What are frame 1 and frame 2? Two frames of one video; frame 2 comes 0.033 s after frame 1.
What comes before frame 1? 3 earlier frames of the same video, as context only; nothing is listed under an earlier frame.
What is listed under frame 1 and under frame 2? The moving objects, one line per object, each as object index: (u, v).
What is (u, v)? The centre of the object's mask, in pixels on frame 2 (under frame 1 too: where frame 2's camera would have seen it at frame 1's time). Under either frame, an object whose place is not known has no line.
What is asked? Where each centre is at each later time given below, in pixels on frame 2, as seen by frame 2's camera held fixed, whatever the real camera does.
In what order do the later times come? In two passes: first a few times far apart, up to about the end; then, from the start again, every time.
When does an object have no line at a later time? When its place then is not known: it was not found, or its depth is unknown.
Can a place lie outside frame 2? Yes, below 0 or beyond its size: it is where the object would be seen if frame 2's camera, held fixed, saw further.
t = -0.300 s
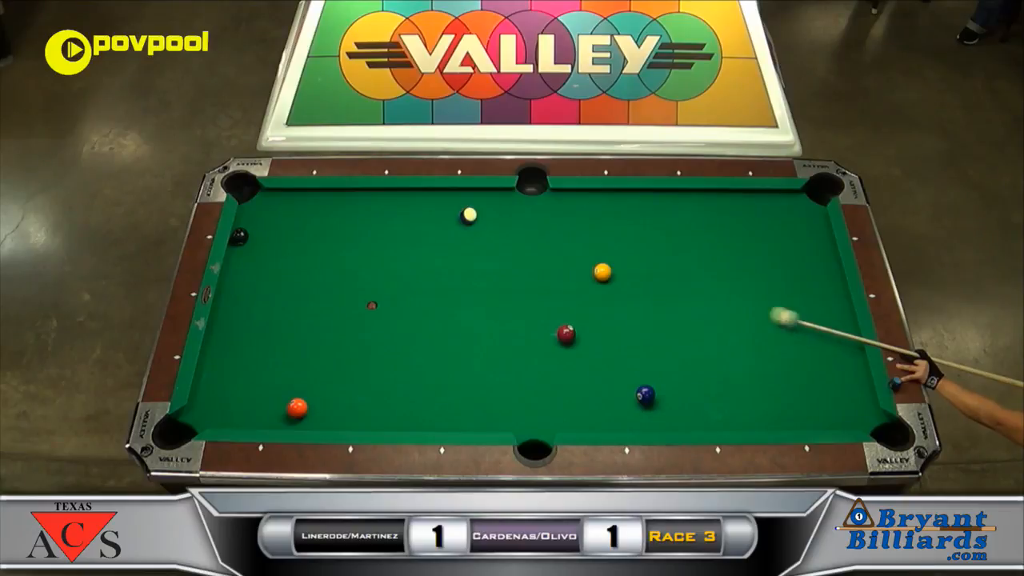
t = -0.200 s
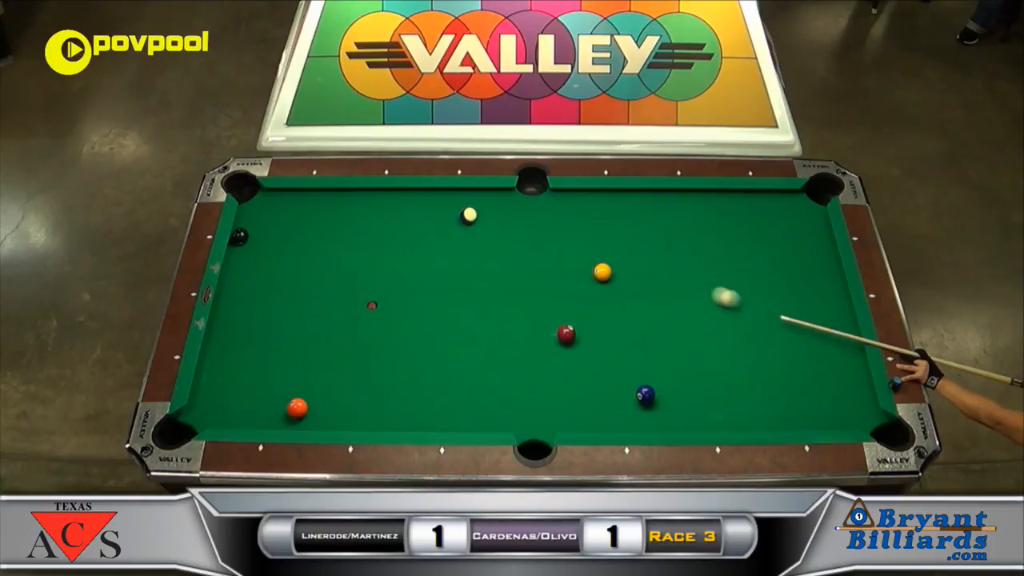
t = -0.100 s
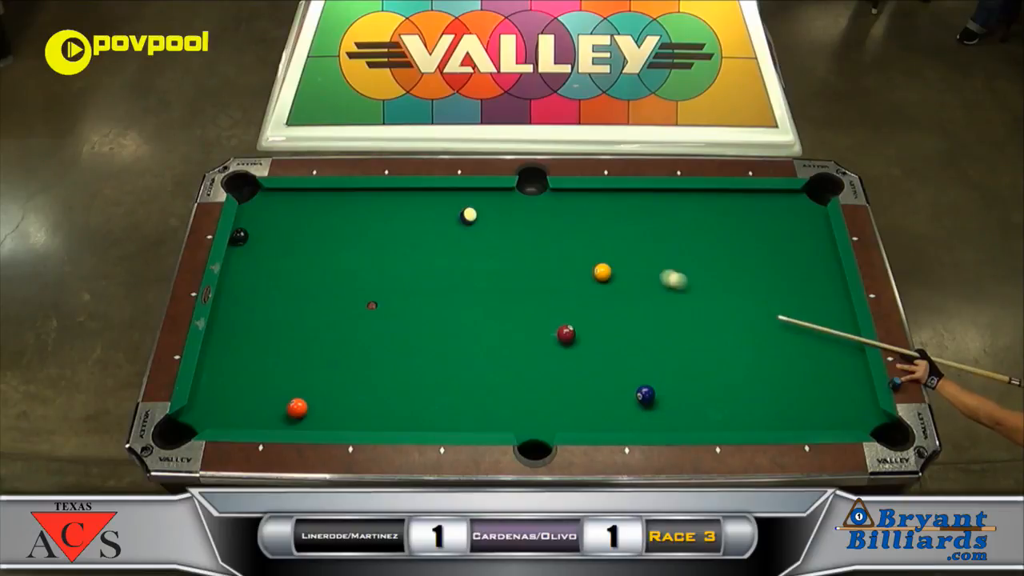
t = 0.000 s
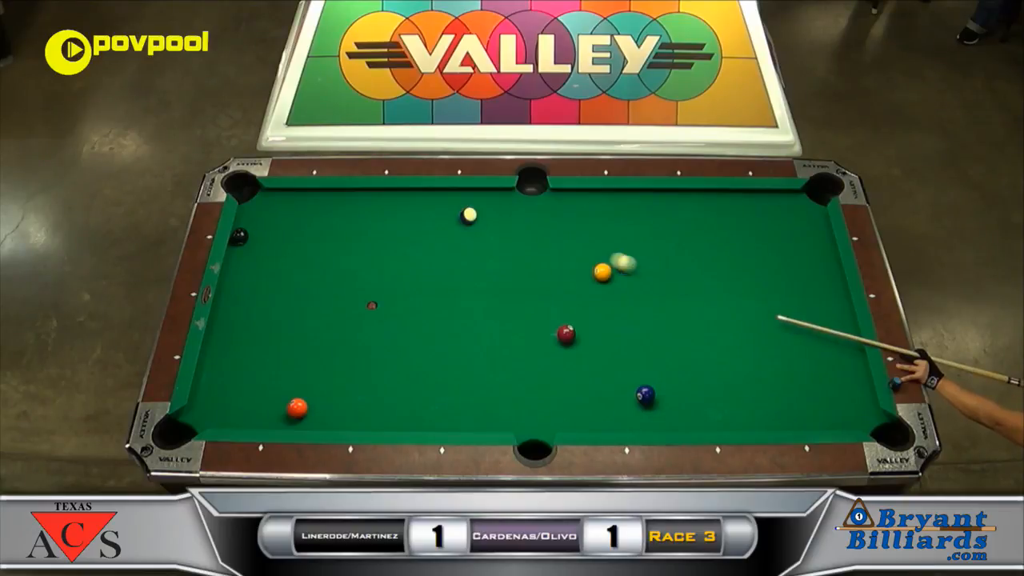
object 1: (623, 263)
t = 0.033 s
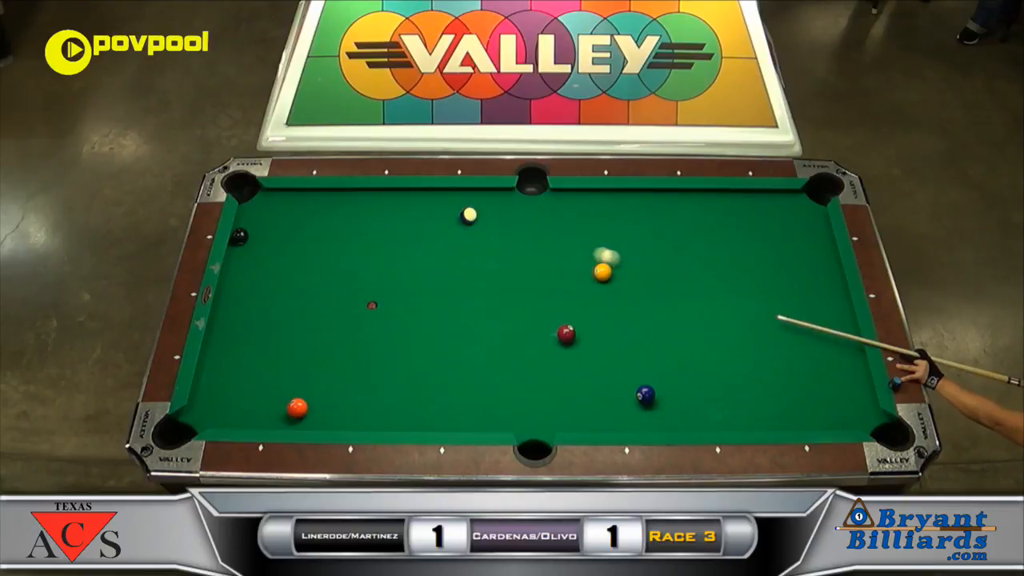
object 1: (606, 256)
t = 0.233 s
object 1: (511, 225)
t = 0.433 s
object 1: (479, 201)
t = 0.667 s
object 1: (462, 204)
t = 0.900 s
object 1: (447, 218)
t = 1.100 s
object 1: (435, 230)
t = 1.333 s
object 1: (422, 243)
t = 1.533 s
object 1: (411, 254)
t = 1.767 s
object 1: (400, 266)
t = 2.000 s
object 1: (389, 277)
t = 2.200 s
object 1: (381, 286)
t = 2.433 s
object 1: (371, 296)
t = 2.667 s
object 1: (364, 304)
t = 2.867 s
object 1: (357, 311)
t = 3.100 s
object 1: (351, 317)
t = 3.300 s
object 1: (347, 322)
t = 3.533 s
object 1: (342, 327)
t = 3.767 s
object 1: (339, 331)
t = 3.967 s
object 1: (338, 333)
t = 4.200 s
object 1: (337, 334)
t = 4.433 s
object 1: (337, 334)
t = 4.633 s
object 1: (337, 334)
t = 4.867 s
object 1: (337, 334)
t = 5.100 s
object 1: (337, 334)
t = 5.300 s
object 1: (337, 334)
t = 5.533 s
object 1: (337, 334)
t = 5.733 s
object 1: (337, 334)
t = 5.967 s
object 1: (337, 334)
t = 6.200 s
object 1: (337, 334)
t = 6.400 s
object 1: (337, 334)
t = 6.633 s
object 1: (337, 334)
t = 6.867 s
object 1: (337, 334)
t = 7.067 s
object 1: (337, 334)
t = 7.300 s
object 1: (337, 334)
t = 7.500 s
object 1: (337, 334)
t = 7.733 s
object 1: (337, 334)
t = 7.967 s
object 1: (337, 334)
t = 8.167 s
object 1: (337, 334)
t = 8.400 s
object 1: (337, 334)
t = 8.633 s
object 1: (337, 334)
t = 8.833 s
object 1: (337, 334)
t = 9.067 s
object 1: (337, 334)
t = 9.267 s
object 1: (337, 334)
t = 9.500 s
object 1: (337, 334)
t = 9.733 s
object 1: (337, 334)
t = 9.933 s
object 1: (337, 334)
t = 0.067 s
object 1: (590, 252)
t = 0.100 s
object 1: (574, 246)
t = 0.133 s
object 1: (558, 241)
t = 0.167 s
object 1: (542, 236)
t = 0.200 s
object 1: (527, 230)
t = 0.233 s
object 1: (511, 225)
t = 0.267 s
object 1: (497, 220)
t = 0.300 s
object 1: (485, 215)
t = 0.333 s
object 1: (484, 212)
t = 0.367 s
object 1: (484, 208)
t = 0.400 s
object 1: (482, 204)
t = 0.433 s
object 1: (479, 201)
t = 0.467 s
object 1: (476, 197)
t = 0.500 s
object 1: (473, 194)
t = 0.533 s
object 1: (470, 196)
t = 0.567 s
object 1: (468, 198)
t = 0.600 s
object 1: (466, 200)
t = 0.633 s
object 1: (464, 202)
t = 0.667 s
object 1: (462, 204)
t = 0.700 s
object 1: (460, 206)
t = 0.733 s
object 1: (457, 208)
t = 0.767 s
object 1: (456, 210)
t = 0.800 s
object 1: (453, 212)
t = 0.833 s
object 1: (451, 214)
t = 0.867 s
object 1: (449, 216)
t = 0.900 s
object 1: (447, 218)
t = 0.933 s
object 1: (445, 220)
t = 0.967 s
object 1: (443, 222)
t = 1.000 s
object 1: (441, 224)
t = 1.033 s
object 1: (439, 226)
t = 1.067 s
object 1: (437, 228)
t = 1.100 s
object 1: (435, 230)
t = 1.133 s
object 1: (433, 232)
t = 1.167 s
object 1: (432, 234)
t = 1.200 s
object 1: (430, 236)
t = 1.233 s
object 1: (428, 238)
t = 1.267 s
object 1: (426, 240)
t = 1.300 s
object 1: (424, 241)
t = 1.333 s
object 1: (422, 243)
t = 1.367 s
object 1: (420, 245)
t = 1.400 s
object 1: (419, 247)
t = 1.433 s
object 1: (417, 249)
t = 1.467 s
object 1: (415, 250)
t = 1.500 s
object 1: (413, 252)
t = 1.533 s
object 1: (411, 254)
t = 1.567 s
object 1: (410, 256)
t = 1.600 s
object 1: (408, 257)
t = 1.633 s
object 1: (406, 259)
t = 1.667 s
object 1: (405, 261)
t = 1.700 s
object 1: (403, 263)
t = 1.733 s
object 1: (401, 264)
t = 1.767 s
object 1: (400, 266)
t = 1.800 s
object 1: (398, 268)
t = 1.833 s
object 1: (397, 269)
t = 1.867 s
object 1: (395, 271)
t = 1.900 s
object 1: (393, 273)
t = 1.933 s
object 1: (392, 274)
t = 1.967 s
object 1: (391, 276)
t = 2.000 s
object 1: (389, 277)
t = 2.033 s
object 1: (388, 279)
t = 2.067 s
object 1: (386, 280)
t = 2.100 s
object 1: (385, 282)
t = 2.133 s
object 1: (383, 283)
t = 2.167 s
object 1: (382, 285)
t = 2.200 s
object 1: (381, 286)
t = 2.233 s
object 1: (379, 288)
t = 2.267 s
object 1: (378, 289)
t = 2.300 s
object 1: (377, 290)
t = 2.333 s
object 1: (376, 292)
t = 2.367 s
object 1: (374, 293)
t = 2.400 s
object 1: (373, 294)
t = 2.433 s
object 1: (371, 296)
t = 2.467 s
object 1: (370, 297)
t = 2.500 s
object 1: (369, 298)
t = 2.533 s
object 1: (368, 300)
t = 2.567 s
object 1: (367, 301)
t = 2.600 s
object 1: (366, 302)
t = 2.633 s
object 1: (365, 303)
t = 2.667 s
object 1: (364, 304)
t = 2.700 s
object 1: (363, 305)
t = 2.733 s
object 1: (362, 306)
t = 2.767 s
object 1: (361, 307)
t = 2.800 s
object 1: (359, 309)
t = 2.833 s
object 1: (358, 310)
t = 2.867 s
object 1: (357, 311)
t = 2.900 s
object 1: (356, 312)
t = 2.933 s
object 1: (355, 313)
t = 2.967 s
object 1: (354, 313)
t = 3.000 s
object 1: (353, 314)
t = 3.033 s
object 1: (353, 315)
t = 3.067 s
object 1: (352, 316)
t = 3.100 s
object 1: (351, 317)
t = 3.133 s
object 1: (350, 318)
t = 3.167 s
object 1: (349, 319)
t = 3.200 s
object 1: (349, 320)
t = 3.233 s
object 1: (348, 321)
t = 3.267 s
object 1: (347, 321)
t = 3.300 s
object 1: (347, 322)
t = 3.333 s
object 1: (346, 323)
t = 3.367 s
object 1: (345, 324)
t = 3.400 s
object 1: (345, 325)
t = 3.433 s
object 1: (344, 325)
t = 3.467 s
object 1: (344, 326)
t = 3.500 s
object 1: (343, 326)
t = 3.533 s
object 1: (342, 327)
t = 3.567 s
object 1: (342, 328)
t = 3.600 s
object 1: (342, 328)
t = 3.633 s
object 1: (341, 329)
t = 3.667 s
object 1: (340, 329)
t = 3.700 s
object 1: (340, 330)
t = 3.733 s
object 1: (340, 330)
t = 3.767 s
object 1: (339, 331)
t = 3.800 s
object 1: (339, 331)
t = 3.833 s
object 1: (339, 332)
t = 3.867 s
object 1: (338, 332)
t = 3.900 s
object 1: (338, 332)
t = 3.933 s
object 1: (338, 333)
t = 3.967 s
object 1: (338, 333)
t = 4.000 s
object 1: (337, 333)
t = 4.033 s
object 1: (337, 334)
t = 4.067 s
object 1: (337, 334)
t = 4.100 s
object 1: (337, 334)
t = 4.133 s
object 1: (337, 334)
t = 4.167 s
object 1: (337, 334)
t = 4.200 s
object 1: (337, 334)
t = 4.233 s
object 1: (336, 334)
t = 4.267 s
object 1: (336, 334)
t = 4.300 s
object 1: (336, 334)
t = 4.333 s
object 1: (336, 334)
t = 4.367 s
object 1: (336, 334)
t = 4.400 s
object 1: (336, 334)
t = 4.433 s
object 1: (337, 334)
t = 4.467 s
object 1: (337, 334)
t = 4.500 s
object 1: (337, 334)
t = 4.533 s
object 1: (337, 334)
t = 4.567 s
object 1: (337, 334)
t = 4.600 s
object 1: (337, 334)
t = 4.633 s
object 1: (337, 334)
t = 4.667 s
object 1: (337, 334)
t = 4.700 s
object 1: (337, 334)
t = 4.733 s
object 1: (337, 334)
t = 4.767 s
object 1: (337, 334)
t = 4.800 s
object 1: (337, 334)
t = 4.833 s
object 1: (337, 334)
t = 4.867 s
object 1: (337, 334)
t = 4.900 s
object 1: (337, 334)
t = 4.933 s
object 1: (337, 334)
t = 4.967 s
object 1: (337, 334)
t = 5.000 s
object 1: (337, 334)
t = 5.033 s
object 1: (337, 334)
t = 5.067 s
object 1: (337, 334)
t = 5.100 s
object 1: (337, 334)
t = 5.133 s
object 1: (337, 334)
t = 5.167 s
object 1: (337, 334)
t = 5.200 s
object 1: (337, 334)
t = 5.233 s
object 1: (337, 334)
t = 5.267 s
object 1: (337, 334)
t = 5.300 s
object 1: (337, 334)
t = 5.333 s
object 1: (337, 334)
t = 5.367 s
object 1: (337, 334)
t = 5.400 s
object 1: (337, 334)
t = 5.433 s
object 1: (337, 334)
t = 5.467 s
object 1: (337, 334)
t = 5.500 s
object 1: (337, 334)
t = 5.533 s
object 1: (337, 334)
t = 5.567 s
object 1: (337, 334)
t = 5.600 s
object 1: (337, 334)
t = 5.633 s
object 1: (337, 334)
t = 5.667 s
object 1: (337, 334)
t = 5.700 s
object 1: (337, 334)
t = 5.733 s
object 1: (337, 334)
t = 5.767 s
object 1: (337, 334)
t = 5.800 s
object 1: (337, 334)
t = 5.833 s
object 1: (337, 334)
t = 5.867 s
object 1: (337, 334)
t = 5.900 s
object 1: (337, 334)
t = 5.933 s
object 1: (337, 334)
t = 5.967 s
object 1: (337, 334)
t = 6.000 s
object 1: (337, 334)
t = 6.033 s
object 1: (337, 334)
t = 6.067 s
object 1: (337, 334)
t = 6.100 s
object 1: (337, 334)
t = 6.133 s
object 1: (337, 334)
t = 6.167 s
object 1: (337, 334)
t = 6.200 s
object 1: (337, 334)
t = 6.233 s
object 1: (337, 334)
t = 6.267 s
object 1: (337, 334)
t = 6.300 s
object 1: (337, 334)
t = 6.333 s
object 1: (337, 334)
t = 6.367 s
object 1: (337, 334)
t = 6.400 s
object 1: (337, 334)
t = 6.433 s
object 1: (337, 334)
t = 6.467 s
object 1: (337, 334)
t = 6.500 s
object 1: (337, 334)
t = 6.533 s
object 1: (337, 334)
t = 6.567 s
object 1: (337, 334)
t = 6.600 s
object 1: (337, 334)
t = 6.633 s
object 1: (337, 334)
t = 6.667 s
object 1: (337, 334)
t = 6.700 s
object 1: (337, 334)
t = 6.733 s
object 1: (337, 334)
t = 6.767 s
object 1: (337, 334)
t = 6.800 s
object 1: (337, 334)
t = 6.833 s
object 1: (337, 334)
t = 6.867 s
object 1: (337, 334)
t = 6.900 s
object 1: (337, 334)
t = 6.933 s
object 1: (337, 334)
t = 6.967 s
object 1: (337, 334)
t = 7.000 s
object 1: (337, 334)
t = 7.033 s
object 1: (337, 334)
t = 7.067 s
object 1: (337, 334)
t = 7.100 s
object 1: (337, 334)
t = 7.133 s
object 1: (337, 334)
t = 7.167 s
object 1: (337, 334)
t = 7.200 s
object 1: (337, 334)
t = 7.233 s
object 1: (337, 334)
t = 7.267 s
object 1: (337, 334)
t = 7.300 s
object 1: (337, 334)
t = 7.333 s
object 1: (337, 334)
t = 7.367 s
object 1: (337, 334)
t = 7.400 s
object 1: (337, 334)
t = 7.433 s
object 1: (337, 334)
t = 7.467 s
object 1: (337, 334)
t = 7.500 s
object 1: (337, 334)
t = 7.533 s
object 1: (337, 334)
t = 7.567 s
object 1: (337, 334)
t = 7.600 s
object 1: (337, 334)
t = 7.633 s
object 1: (337, 334)
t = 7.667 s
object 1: (337, 334)
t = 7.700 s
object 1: (337, 334)
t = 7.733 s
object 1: (337, 334)
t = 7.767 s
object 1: (337, 334)
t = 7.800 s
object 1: (337, 334)
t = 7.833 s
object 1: (337, 334)
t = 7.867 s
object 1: (337, 334)
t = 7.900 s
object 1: (337, 334)
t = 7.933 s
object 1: (337, 334)
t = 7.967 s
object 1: (337, 334)
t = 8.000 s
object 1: (337, 334)
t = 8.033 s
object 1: (337, 334)
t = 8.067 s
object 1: (337, 334)
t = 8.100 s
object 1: (337, 334)
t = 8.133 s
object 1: (337, 334)
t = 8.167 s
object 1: (337, 334)
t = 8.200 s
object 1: (337, 334)
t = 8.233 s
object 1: (337, 334)
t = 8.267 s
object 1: (337, 334)
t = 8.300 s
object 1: (337, 334)
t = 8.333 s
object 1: (337, 334)
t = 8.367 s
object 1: (337, 334)
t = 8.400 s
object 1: (337, 334)
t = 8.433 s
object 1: (337, 334)
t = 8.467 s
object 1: (337, 334)
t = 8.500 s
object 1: (337, 334)
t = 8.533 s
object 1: (337, 334)
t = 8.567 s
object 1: (337, 334)
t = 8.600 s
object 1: (337, 334)
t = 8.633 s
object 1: (337, 334)
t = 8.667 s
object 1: (337, 334)
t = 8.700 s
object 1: (337, 334)
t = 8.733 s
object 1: (337, 334)
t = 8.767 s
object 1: (337, 334)
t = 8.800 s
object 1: (337, 334)
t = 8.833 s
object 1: (337, 334)
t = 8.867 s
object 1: (337, 334)
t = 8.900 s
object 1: (337, 334)
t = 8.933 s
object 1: (337, 334)
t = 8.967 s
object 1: (337, 334)
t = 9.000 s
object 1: (337, 334)
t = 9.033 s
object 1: (337, 334)
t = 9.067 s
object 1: (337, 334)
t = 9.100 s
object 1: (337, 334)
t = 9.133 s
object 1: (337, 334)
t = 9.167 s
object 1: (337, 334)
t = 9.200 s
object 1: (337, 334)
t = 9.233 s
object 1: (337, 334)
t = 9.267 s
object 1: (337, 334)
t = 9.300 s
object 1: (337, 334)
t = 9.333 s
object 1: (337, 334)
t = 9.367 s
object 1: (337, 334)
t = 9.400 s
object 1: (337, 334)
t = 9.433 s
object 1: (337, 334)
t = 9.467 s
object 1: (337, 334)
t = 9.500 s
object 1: (337, 334)
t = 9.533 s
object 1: (337, 334)
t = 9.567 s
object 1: (337, 334)
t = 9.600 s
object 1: (337, 334)
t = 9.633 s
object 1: (337, 334)
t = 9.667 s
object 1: (337, 334)
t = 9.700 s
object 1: (337, 334)
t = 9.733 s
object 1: (337, 334)
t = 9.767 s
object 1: (337, 334)
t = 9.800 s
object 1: (337, 334)
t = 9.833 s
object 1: (337, 333)
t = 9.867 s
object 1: (337, 334)
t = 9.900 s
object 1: (337, 334)
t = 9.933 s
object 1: (337, 334)
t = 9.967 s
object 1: (337, 334)
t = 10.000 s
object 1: (337, 334)
